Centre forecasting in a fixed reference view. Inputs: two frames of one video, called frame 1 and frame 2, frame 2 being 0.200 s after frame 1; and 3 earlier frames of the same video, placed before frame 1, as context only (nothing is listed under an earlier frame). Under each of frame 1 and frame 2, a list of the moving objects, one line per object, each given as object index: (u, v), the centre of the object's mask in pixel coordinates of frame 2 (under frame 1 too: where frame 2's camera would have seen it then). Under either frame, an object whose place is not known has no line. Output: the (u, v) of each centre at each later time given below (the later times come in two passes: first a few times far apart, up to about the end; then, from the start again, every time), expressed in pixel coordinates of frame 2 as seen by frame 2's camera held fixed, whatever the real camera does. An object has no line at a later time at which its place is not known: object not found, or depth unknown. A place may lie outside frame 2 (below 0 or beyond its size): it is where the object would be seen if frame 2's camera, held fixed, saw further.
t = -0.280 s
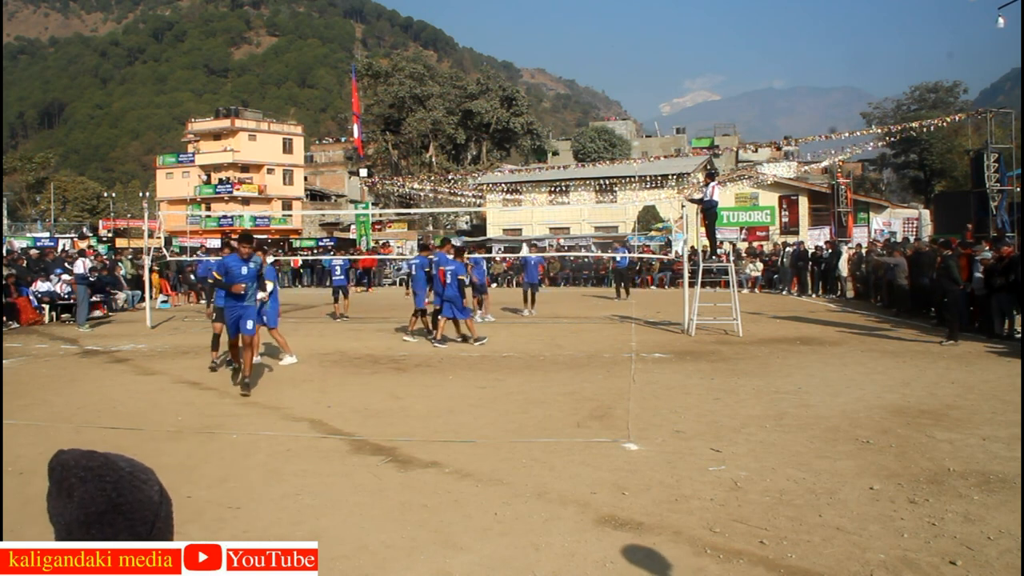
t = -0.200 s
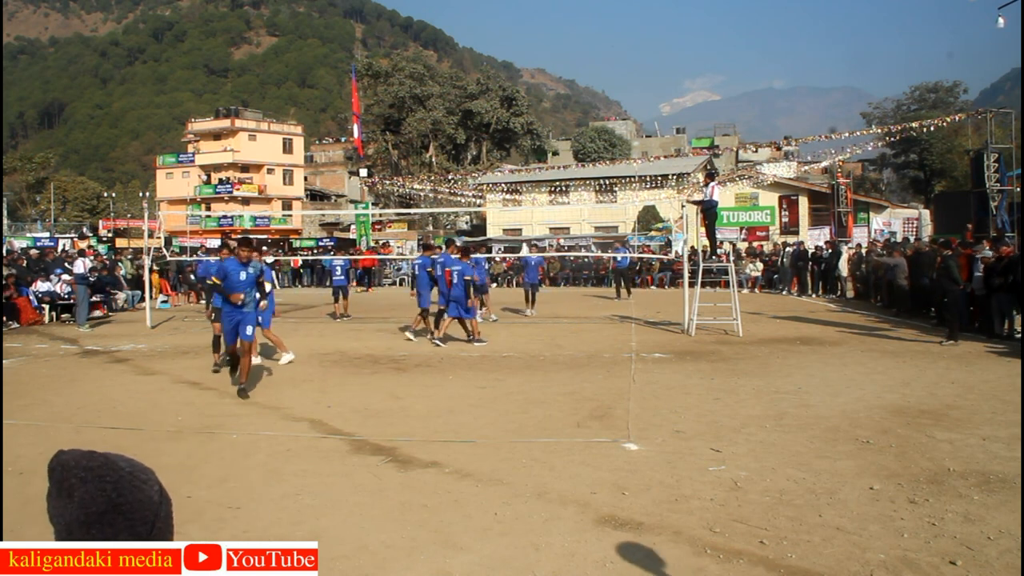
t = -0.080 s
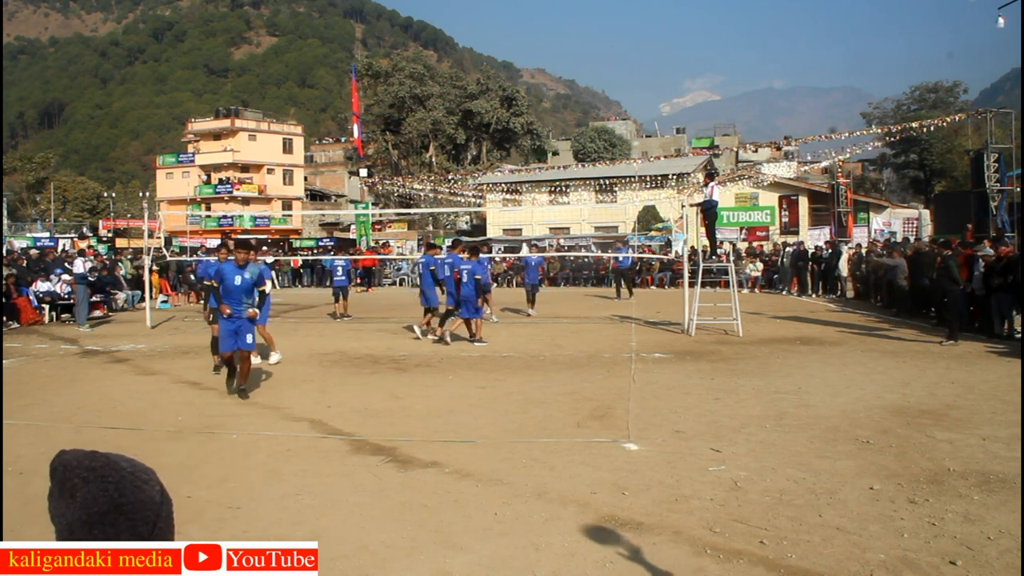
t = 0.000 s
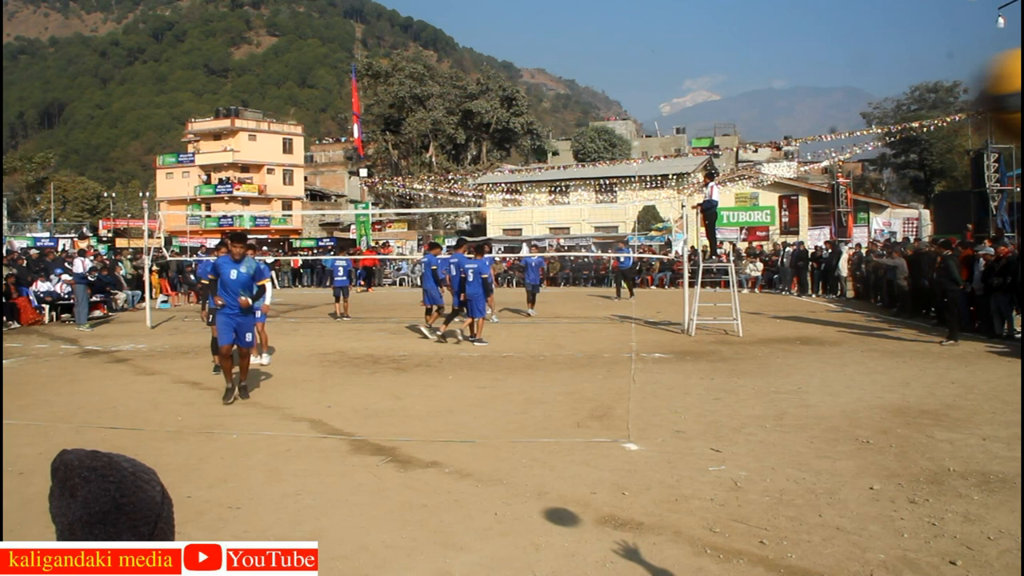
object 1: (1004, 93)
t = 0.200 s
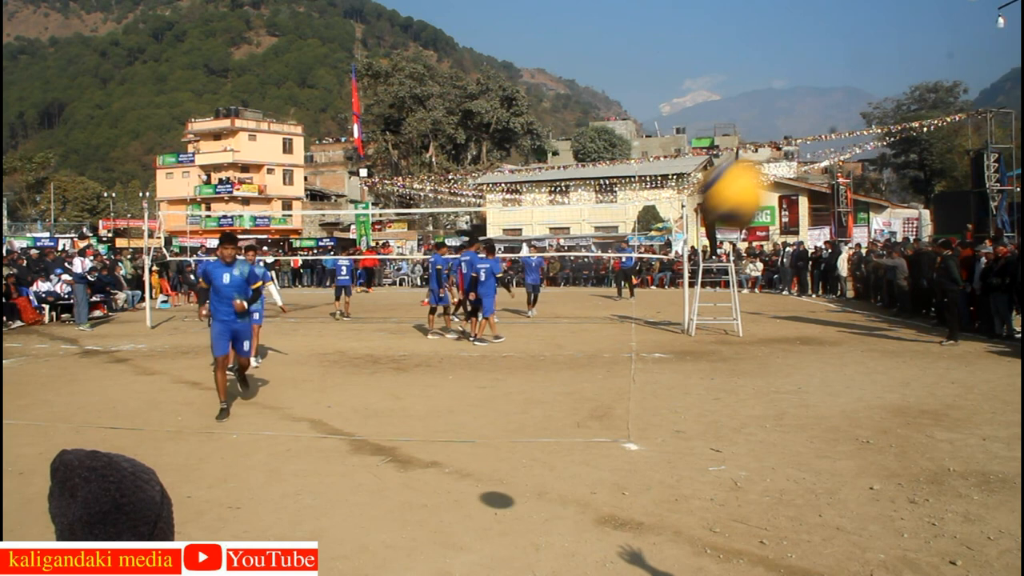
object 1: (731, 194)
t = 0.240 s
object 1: (691, 223)
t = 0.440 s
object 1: (538, 392)
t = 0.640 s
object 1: (445, 556)
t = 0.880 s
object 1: (397, 393)
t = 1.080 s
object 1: (364, 345)
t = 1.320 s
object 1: (333, 379)
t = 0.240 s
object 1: (691, 223)
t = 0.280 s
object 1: (654, 255)
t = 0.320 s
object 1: (620, 288)
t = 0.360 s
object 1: (589, 324)
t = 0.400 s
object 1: (563, 358)
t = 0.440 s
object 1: (538, 392)
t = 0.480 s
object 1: (516, 429)
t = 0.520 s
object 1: (496, 465)
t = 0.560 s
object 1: (477, 503)
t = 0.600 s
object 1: (459, 540)
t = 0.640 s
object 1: (445, 556)
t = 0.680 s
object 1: (437, 524)
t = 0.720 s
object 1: (428, 489)
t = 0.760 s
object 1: (420, 460)
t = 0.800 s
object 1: (411, 433)
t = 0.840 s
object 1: (404, 412)
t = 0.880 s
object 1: (397, 393)
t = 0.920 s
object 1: (390, 376)
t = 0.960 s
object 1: (383, 364)
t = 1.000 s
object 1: (377, 354)
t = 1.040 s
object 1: (370, 348)
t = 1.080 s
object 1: (364, 345)
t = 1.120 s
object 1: (359, 344)
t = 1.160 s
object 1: (353, 346)
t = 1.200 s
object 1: (348, 351)
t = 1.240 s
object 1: (343, 358)
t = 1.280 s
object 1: (337, 368)
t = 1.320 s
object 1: (333, 379)
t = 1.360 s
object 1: (328, 394)
